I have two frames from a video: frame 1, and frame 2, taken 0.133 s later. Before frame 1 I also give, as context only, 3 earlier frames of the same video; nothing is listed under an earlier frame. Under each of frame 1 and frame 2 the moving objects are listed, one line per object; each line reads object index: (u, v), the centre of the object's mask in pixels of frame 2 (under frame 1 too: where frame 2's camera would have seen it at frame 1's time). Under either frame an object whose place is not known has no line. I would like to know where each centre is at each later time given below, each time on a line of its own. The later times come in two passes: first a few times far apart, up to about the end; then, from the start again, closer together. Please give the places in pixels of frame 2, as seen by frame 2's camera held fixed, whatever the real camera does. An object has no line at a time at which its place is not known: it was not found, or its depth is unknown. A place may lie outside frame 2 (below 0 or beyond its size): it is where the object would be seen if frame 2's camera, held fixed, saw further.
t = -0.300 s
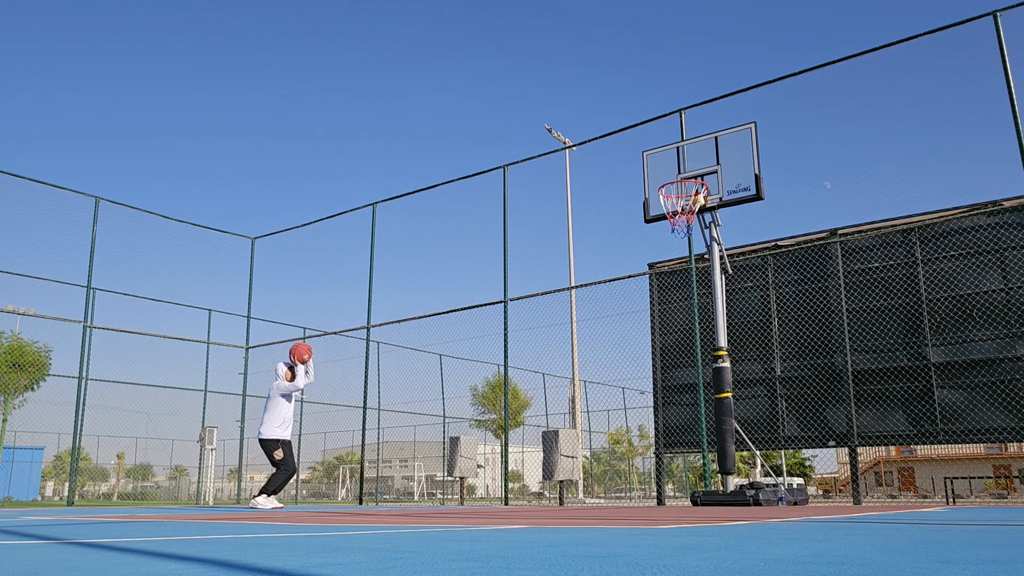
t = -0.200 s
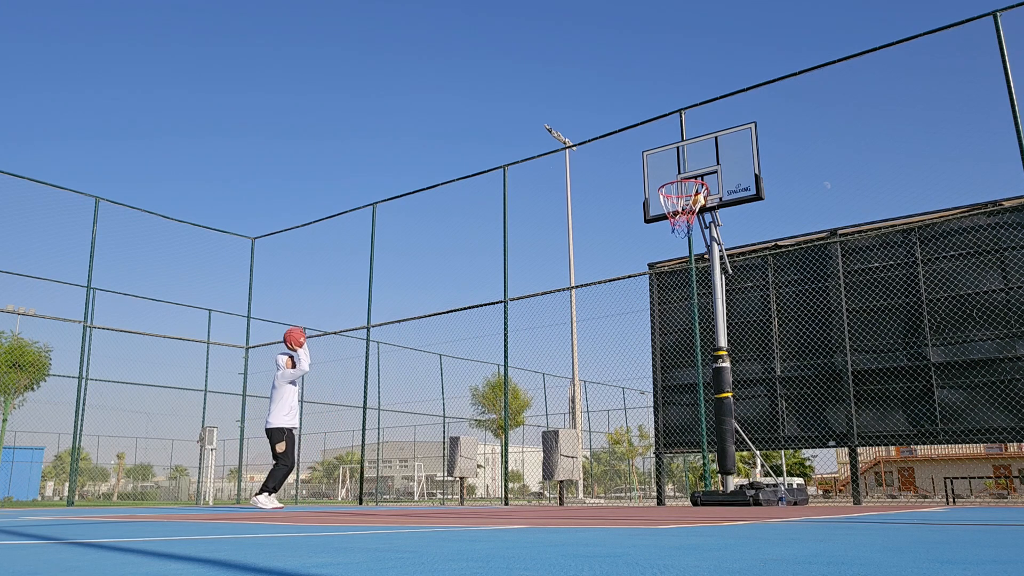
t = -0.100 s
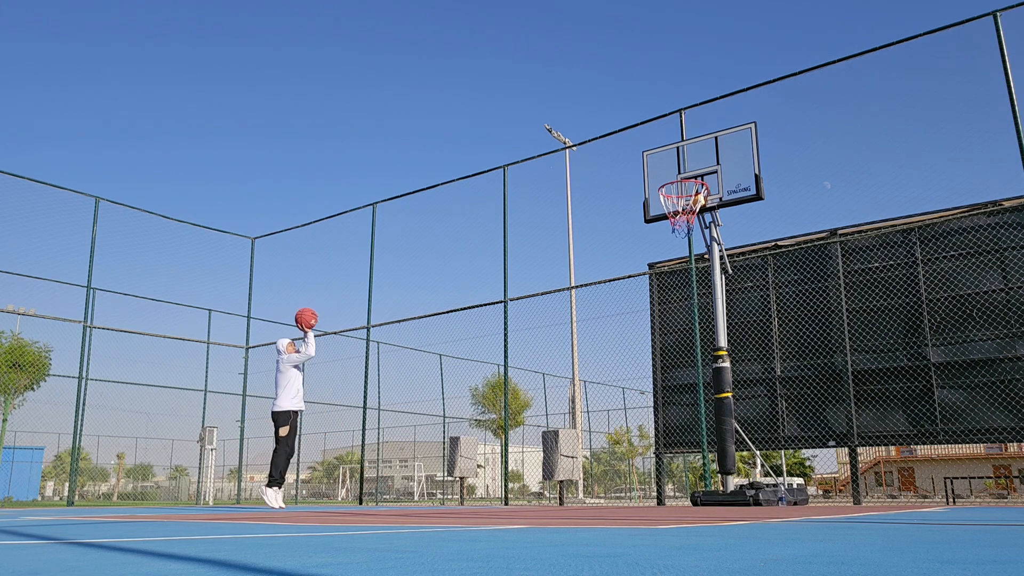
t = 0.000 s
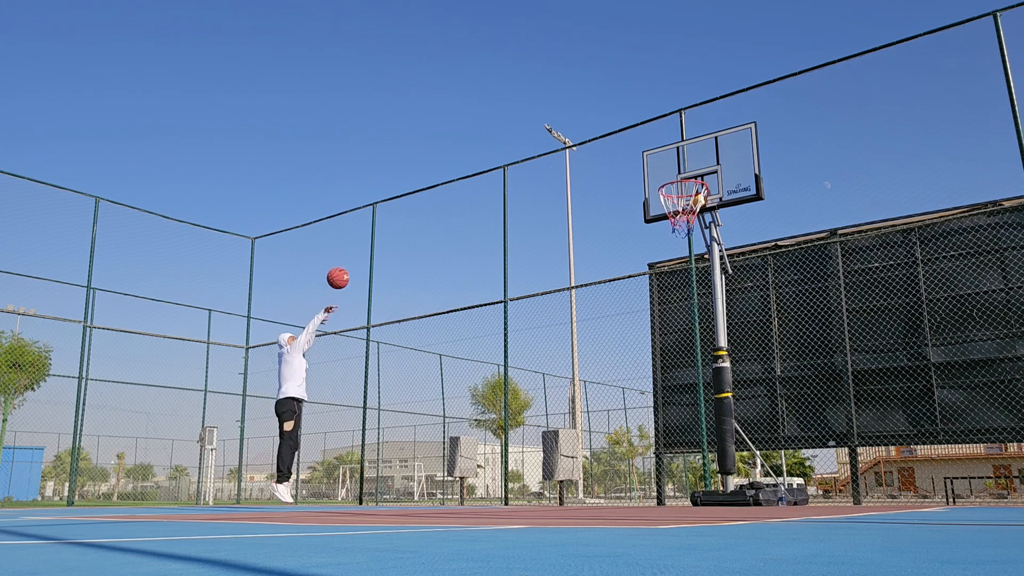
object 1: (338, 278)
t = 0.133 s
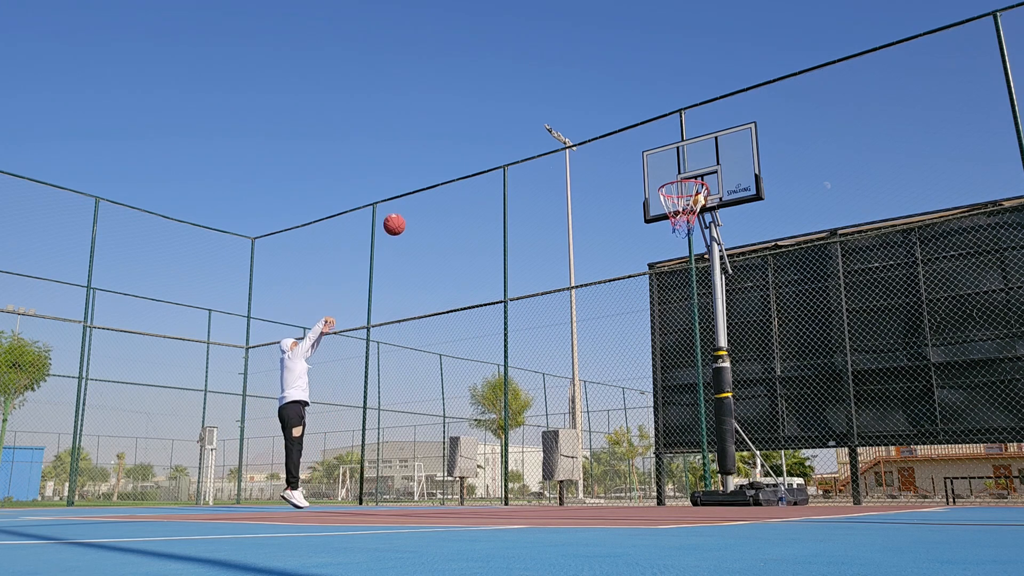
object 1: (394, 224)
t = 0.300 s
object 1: (464, 178)
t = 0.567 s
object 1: (576, 151)
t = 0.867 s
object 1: (690, 194)
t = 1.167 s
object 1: (668, 232)
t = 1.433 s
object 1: (665, 304)
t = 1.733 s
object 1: (662, 479)
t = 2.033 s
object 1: (670, 364)
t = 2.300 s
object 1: (681, 310)
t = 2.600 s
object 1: (695, 333)
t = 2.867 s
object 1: (713, 429)
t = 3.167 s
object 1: (722, 418)
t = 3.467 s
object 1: (727, 362)
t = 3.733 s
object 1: (736, 386)
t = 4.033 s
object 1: (754, 474)
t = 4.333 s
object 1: (818, 430)
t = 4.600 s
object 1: (890, 476)
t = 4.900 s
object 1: (949, 435)
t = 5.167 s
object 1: (1010, 459)
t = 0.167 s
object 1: (408, 213)
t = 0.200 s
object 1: (422, 203)
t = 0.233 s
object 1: (436, 194)
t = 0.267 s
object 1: (450, 185)
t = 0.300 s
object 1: (464, 178)
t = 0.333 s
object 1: (478, 171)
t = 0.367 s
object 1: (492, 165)
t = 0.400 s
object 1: (506, 161)
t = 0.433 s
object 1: (519, 157)
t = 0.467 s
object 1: (533, 154)
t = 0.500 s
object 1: (547, 152)
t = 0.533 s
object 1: (561, 151)
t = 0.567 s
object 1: (576, 151)
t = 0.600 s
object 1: (590, 152)
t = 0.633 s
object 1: (604, 154)
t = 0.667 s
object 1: (619, 157)
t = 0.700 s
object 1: (633, 161)
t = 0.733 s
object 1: (648, 166)
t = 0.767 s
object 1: (663, 172)
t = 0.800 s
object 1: (678, 179)
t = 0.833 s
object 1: (695, 187)
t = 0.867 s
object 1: (690, 194)
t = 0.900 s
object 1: (683, 210)
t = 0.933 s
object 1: (675, 216)
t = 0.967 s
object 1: (673, 221)
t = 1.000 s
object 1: (671, 222)
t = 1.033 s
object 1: (671, 221)
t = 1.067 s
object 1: (670, 222)
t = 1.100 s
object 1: (669, 224)
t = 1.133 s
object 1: (669, 227)
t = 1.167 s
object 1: (668, 232)
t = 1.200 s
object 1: (667, 237)
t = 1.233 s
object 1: (667, 243)
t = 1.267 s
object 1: (666, 250)
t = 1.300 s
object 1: (666, 259)
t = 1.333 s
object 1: (666, 269)
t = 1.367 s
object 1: (665, 279)
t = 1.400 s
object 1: (665, 291)
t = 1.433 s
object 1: (665, 304)
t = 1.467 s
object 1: (664, 319)
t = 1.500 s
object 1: (664, 334)
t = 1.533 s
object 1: (664, 350)
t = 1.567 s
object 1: (664, 368)
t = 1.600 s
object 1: (663, 388)
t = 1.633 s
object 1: (663, 409)
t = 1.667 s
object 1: (663, 431)
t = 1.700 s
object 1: (663, 454)
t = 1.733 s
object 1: (662, 479)
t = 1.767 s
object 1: (663, 493)
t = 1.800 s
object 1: (663, 472)
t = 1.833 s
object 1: (665, 453)
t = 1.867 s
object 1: (666, 435)
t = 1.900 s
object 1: (667, 419)
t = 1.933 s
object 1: (667, 403)
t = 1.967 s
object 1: (669, 389)
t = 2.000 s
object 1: (669, 376)
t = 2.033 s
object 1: (670, 364)
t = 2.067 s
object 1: (671, 353)
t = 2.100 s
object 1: (673, 344)
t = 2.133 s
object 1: (674, 336)
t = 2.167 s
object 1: (675, 329)
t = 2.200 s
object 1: (677, 322)
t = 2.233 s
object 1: (678, 317)
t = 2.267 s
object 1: (679, 314)
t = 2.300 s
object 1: (681, 310)
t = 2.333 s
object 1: (682, 309)
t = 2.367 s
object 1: (683, 308)
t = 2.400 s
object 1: (685, 309)
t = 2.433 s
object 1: (686, 310)
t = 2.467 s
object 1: (688, 312)
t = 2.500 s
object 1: (690, 316)
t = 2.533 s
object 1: (692, 321)
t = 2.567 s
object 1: (694, 326)
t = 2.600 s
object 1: (695, 333)
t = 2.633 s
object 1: (697, 341)
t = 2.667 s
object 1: (699, 350)
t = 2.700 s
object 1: (701, 360)
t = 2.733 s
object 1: (704, 371)
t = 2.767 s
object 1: (706, 384)
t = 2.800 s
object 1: (708, 397)
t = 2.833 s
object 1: (710, 412)
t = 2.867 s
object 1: (713, 429)
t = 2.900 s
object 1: (715, 446)
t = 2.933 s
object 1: (718, 465)
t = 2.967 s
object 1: (721, 485)
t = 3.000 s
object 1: (722, 490)
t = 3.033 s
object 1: (722, 473)
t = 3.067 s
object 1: (722, 458)
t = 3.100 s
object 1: (722, 443)
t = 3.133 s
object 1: (722, 430)
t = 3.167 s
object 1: (722, 418)
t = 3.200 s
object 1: (723, 407)
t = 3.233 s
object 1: (723, 398)
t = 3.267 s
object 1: (723, 389)
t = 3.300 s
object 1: (723, 382)
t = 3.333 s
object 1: (724, 376)
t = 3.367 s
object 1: (725, 371)
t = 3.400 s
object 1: (725, 367)
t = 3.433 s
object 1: (726, 364)
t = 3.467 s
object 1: (727, 362)
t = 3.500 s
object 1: (728, 361)
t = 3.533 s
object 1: (729, 361)
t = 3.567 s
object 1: (730, 363)
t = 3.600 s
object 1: (731, 365)
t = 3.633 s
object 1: (732, 368)
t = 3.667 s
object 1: (733, 373)
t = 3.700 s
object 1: (735, 379)
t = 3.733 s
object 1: (736, 386)
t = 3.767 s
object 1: (737, 393)
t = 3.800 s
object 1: (739, 402)
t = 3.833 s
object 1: (740, 412)
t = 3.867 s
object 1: (742, 423)
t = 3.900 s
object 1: (744, 436)
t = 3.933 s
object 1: (745, 449)
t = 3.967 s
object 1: (747, 464)
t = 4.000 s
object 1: (750, 480)
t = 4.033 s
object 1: (754, 474)
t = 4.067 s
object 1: (761, 465)
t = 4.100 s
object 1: (767, 456)
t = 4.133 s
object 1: (774, 449)
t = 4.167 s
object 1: (781, 443)
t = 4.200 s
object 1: (788, 438)
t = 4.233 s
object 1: (795, 435)
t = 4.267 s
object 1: (802, 432)
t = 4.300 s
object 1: (810, 431)
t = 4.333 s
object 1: (818, 430)
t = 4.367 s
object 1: (826, 431)
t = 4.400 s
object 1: (834, 433)
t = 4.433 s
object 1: (843, 437)
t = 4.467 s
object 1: (852, 442)
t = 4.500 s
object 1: (860, 448)
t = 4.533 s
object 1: (871, 456)
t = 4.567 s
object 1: (880, 465)
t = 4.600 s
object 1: (890, 476)
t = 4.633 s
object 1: (901, 488)
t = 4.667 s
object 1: (908, 487)
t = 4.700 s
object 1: (913, 476)
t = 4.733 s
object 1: (918, 466)
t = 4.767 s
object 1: (924, 458)
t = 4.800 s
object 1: (930, 450)
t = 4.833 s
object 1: (936, 444)
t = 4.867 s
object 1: (942, 439)
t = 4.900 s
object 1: (949, 435)
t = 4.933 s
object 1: (956, 433)
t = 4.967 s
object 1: (963, 432)
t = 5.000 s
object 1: (971, 433)
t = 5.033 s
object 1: (979, 435)
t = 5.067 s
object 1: (987, 439)
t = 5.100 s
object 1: (995, 444)
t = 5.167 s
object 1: (1010, 459)
